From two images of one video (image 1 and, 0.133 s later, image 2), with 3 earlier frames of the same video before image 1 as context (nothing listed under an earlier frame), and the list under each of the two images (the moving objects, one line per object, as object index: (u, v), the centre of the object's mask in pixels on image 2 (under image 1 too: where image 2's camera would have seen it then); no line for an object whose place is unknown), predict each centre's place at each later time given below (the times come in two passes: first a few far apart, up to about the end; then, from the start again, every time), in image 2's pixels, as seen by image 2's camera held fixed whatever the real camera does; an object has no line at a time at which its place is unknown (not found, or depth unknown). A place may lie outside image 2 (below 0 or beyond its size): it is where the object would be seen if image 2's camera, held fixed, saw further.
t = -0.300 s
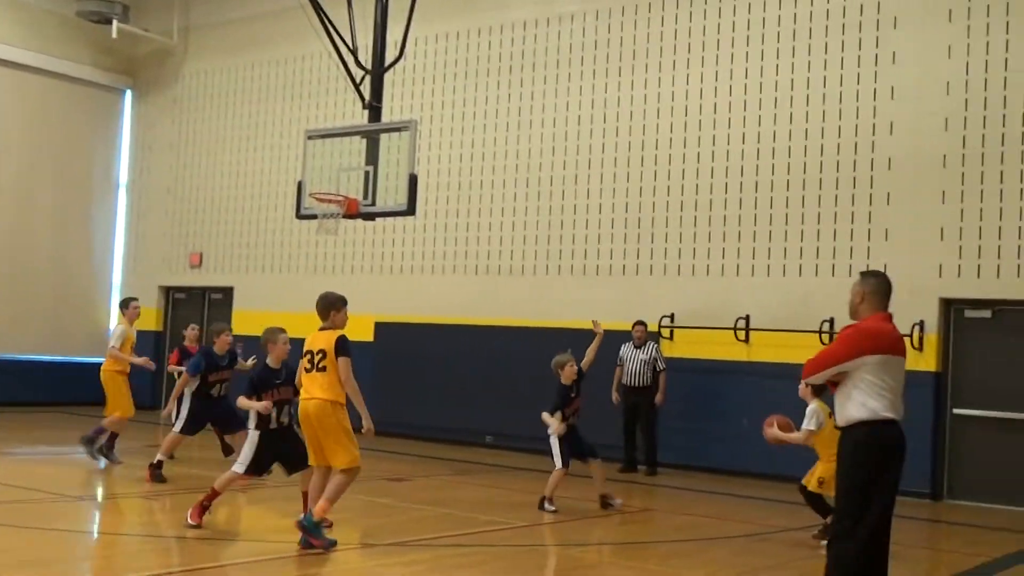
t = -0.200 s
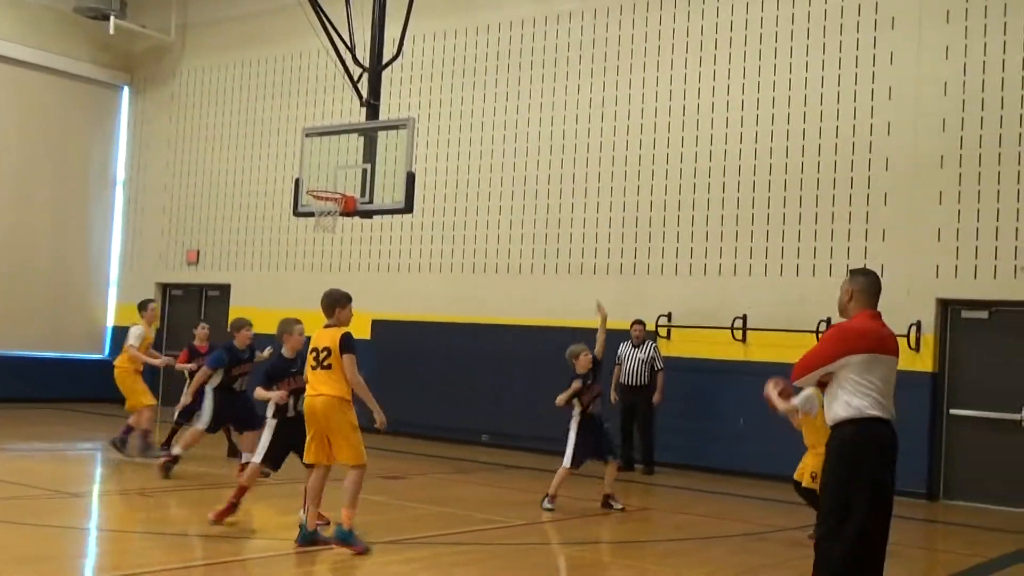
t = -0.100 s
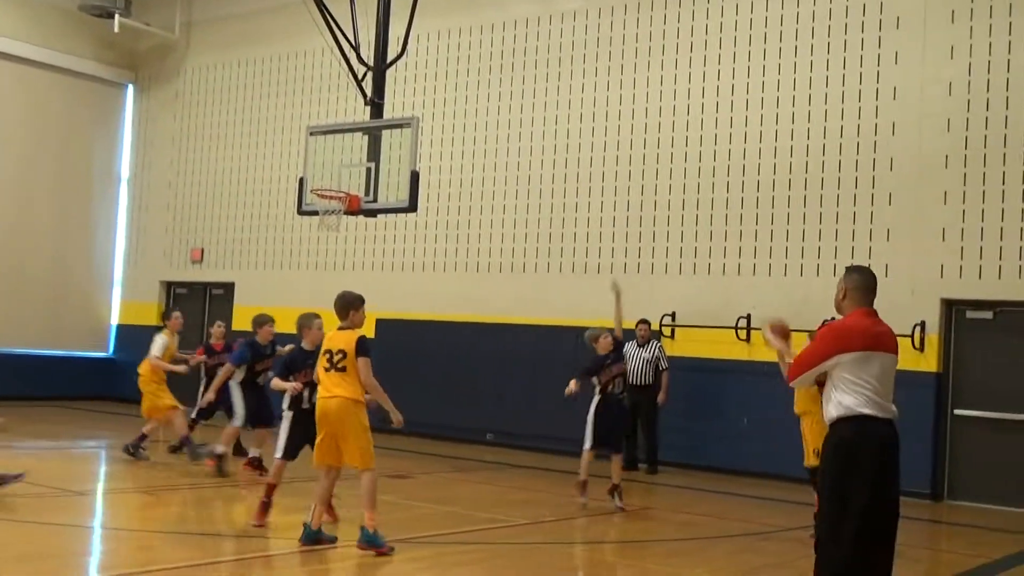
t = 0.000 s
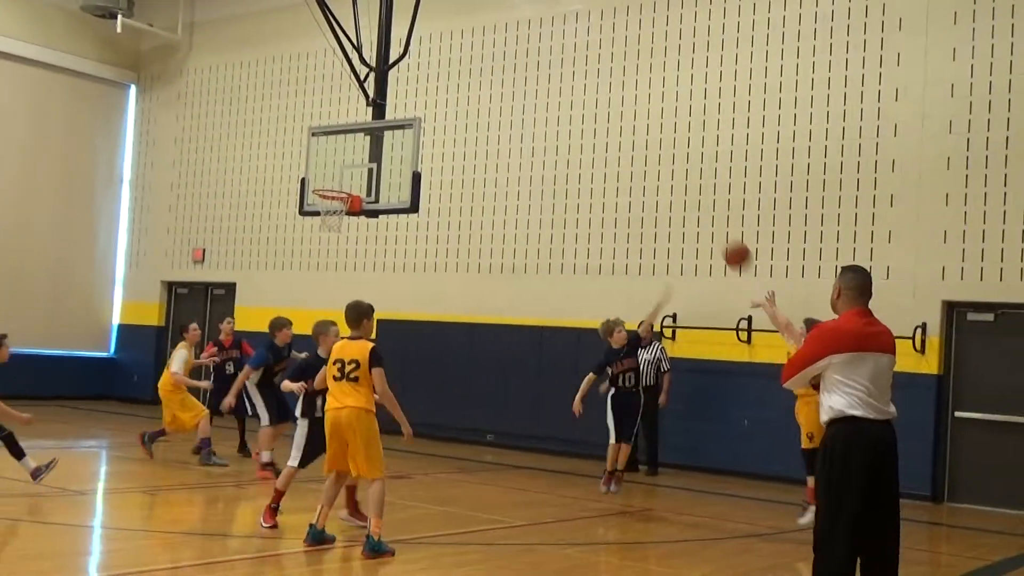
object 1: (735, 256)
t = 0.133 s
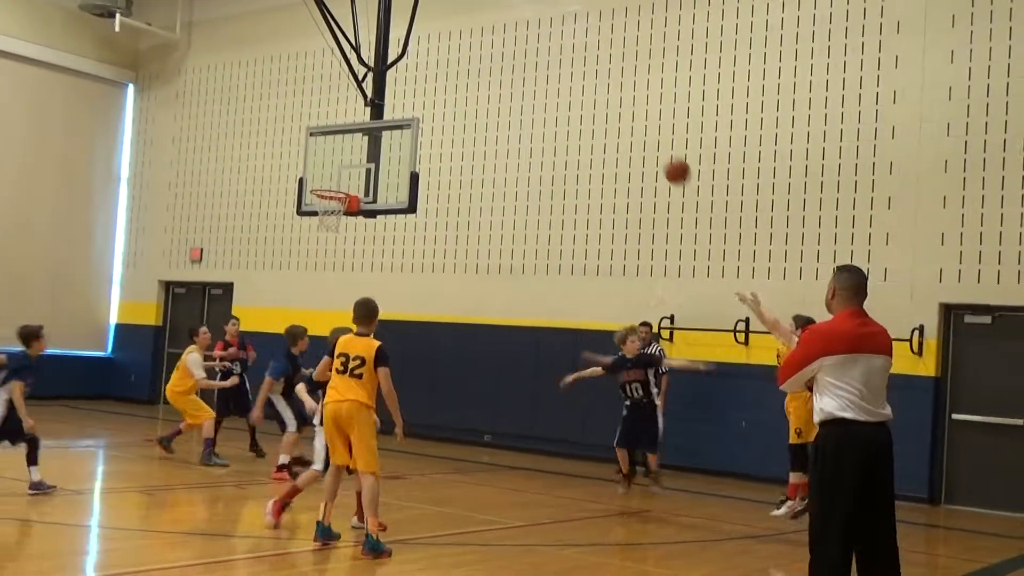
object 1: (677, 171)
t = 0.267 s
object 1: (624, 113)
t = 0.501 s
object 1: (541, 65)
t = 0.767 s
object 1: (456, 76)
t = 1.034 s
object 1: (380, 146)
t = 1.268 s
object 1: (396, 170)
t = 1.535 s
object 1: (498, 169)
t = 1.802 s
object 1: (600, 233)
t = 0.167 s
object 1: (664, 155)
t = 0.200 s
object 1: (650, 139)
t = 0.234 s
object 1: (637, 126)
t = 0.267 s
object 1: (624, 113)
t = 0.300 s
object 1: (611, 102)
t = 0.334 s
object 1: (599, 93)
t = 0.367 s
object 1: (587, 85)
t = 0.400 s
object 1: (575, 78)
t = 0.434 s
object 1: (564, 73)
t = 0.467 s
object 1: (553, 68)
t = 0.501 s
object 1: (541, 65)
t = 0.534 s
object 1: (530, 63)
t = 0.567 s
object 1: (519, 62)
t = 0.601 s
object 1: (509, 62)
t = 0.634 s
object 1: (498, 63)
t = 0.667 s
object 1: (487, 65)
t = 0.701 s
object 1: (477, 68)
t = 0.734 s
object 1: (467, 72)
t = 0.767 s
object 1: (456, 76)
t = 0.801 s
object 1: (446, 82)
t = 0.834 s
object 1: (437, 88)
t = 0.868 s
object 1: (426, 96)
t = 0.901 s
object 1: (417, 105)
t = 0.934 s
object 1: (408, 113)
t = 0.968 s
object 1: (399, 123)
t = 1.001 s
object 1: (389, 134)
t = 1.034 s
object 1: (380, 146)
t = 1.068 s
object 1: (371, 158)
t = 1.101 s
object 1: (362, 171)
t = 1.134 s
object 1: (353, 184)
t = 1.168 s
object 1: (358, 185)
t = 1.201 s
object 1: (370, 179)
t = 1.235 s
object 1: (384, 174)
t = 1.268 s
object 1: (396, 170)
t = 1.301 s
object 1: (409, 167)
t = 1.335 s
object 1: (421, 164)
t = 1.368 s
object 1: (434, 162)
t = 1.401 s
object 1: (447, 162)
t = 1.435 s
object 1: (460, 162)
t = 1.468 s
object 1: (473, 164)
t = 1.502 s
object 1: (486, 167)
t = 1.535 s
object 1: (498, 169)
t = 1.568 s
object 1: (512, 174)
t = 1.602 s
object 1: (525, 180)
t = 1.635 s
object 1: (537, 186)
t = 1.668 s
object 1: (549, 193)
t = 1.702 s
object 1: (562, 201)
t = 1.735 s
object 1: (575, 211)
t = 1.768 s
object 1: (588, 222)
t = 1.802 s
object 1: (600, 233)
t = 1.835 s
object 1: (613, 246)
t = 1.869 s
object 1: (626, 259)
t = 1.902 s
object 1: (638, 275)
